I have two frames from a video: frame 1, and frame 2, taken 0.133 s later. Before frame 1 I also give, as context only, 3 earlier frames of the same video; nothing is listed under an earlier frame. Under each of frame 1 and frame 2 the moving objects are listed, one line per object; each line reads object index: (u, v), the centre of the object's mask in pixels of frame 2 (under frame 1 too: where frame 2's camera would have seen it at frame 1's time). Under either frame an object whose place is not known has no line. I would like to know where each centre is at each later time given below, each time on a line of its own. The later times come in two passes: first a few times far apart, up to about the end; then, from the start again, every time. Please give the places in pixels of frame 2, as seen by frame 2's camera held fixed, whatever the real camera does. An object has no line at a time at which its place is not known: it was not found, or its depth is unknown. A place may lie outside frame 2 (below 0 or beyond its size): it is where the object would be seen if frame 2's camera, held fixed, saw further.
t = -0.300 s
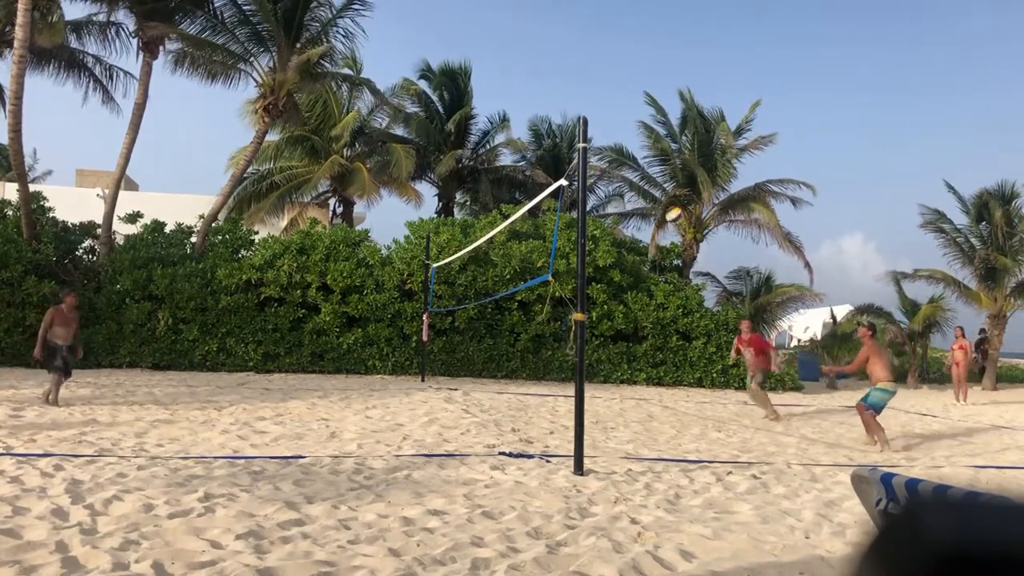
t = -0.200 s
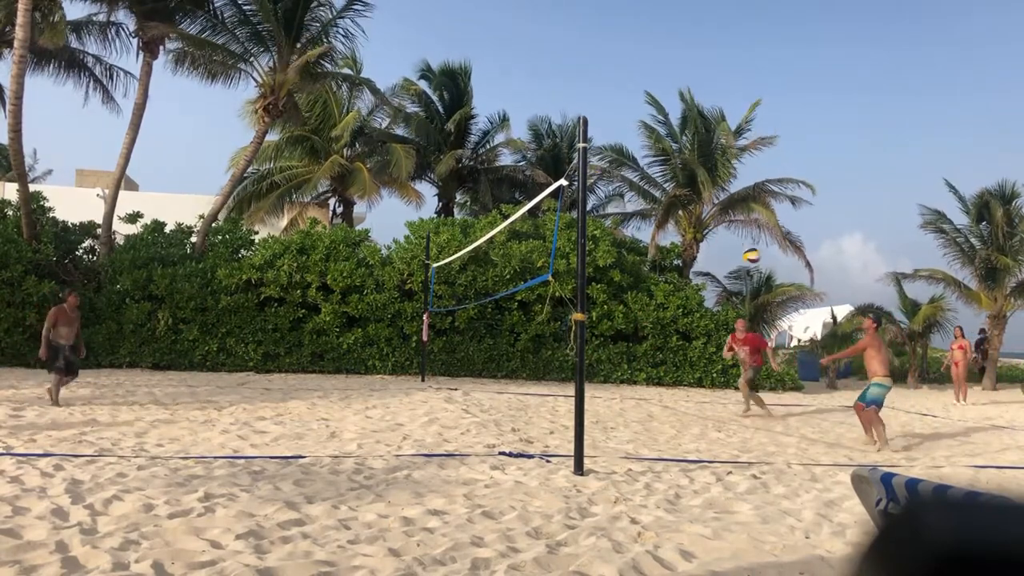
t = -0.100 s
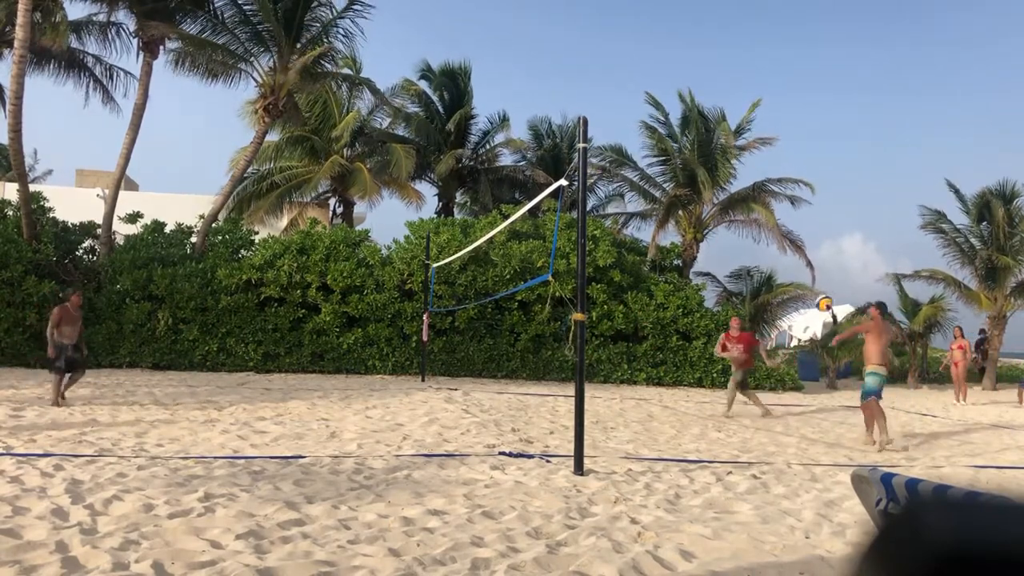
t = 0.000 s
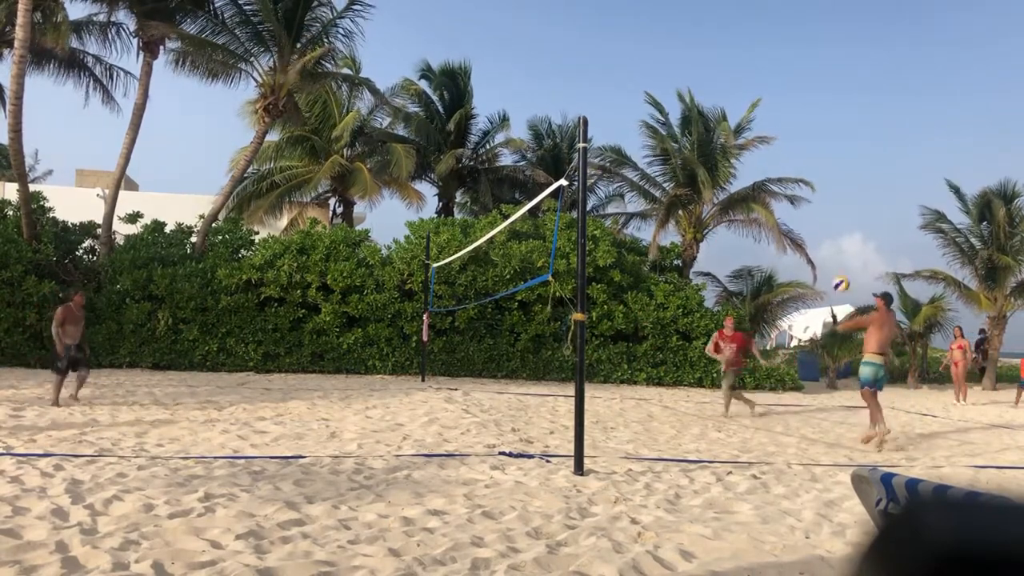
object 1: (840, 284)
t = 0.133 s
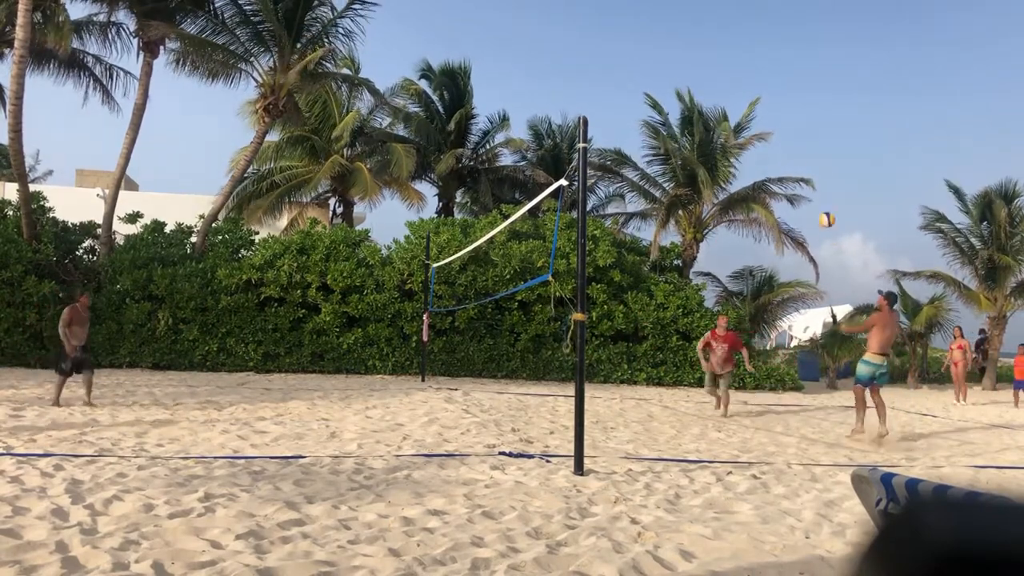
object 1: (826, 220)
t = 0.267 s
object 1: (813, 171)
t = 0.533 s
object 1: (788, 116)
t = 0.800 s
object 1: (765, 112)
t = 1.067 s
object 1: (741, 155)
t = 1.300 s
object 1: (723, 224)
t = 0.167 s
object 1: (824, 207)
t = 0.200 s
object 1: (820, 194)
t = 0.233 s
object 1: (816, 182)
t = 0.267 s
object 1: (813, 171)
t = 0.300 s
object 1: (810, 161)
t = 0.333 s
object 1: (807, 152)
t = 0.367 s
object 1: (803, 145)
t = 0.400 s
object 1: (800, 137)
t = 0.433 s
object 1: (797, 131)
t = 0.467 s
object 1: (794, 125)
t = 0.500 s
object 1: (791, 120)
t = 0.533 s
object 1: (788, 116)
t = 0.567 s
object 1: (785, 113)
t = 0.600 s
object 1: (782, 111)
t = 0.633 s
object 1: (779, 110)
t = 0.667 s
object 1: (776, 109)
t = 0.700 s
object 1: (773, 109)
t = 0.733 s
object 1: (769, 109)
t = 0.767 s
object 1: (767, 110)
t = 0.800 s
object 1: (765, 112)
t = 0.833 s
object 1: (761, 116)
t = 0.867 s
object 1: (758, 119)
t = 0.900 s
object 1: (755, 124)
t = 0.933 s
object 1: (752, 128)
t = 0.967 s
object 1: (750, 134)
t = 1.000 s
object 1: (747, 140)
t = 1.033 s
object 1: (743, 147)
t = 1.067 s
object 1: (741, 155)
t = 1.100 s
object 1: (739, 163)
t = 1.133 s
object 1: (736, 172)
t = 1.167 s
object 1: (733, 181)
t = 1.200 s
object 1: (731, 191)
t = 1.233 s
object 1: (728, 202)
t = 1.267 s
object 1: (726, 213)
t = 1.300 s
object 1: (723, 224)
